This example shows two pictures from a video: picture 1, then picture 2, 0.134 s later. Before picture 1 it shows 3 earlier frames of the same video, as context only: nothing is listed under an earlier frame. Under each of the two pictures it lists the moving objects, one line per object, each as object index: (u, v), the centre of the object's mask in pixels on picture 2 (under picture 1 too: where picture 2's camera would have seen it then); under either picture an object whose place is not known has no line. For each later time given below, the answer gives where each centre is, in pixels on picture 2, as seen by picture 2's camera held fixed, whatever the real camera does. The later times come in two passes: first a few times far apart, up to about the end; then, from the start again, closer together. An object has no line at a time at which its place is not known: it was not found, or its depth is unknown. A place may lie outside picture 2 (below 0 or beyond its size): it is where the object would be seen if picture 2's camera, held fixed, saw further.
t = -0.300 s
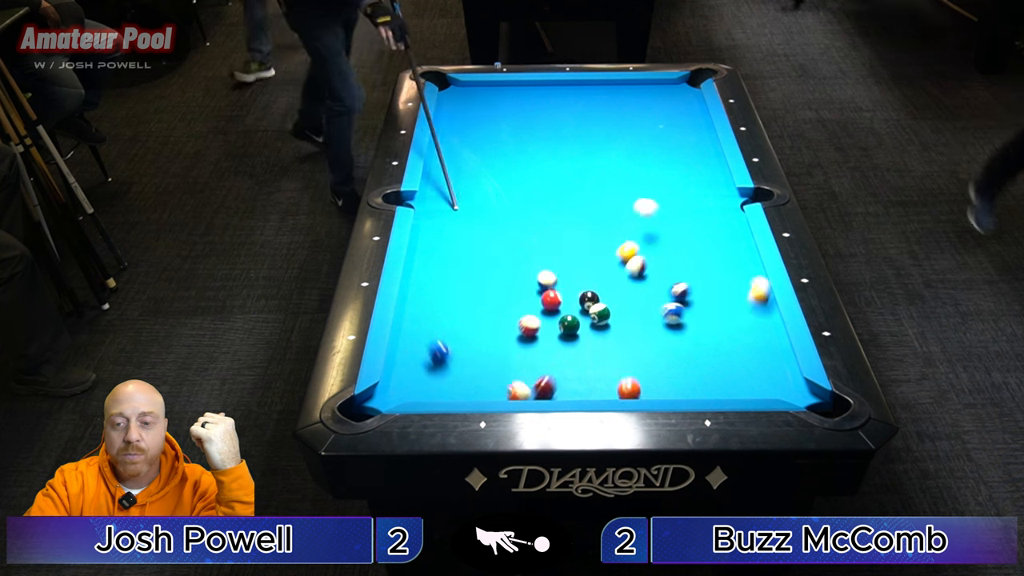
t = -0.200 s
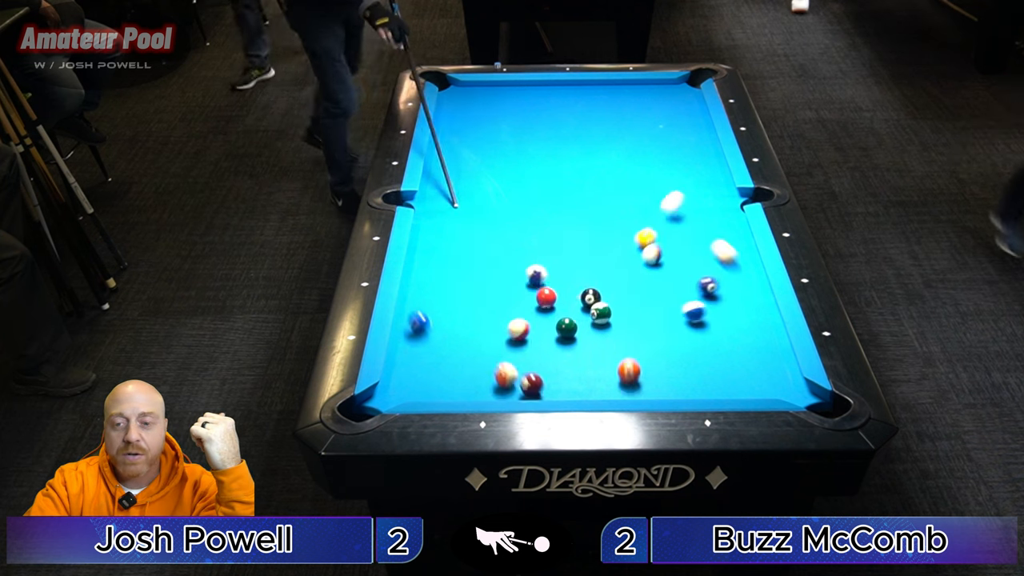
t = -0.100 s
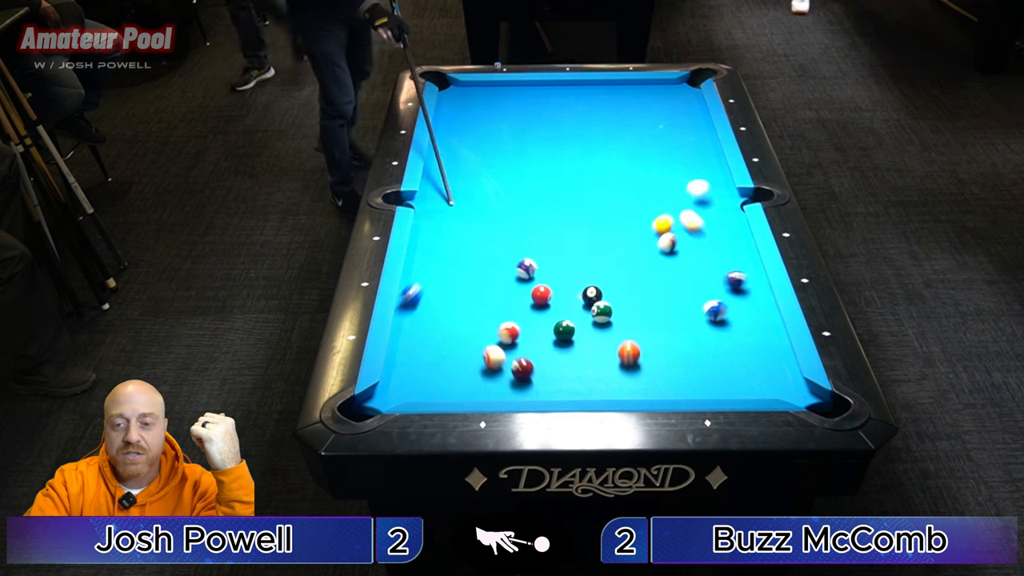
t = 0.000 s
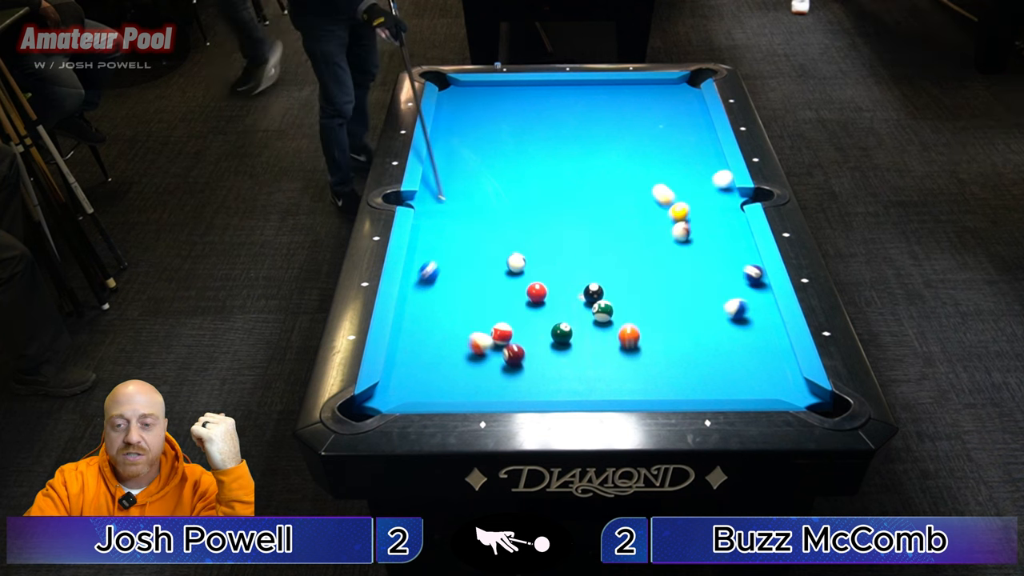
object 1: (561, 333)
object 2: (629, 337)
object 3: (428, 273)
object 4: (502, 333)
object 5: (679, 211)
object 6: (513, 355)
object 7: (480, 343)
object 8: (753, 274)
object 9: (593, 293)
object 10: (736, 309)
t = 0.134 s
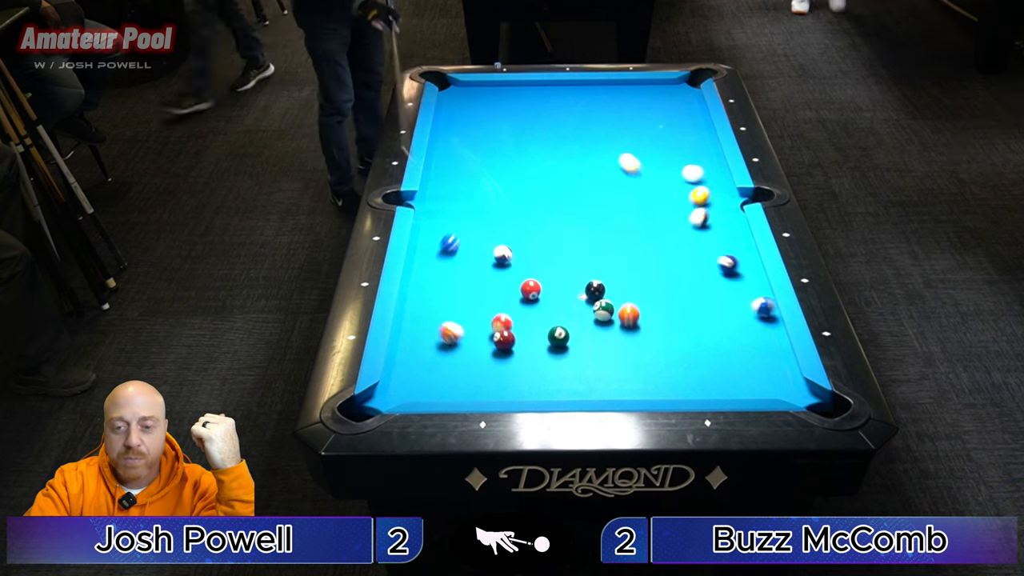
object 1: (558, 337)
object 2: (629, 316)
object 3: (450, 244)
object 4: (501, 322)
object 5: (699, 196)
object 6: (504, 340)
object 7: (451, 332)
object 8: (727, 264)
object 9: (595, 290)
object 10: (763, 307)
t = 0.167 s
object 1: (557, 337)
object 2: (629, 311)
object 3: (455, 237)
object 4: (501, 320)
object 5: (705, 192)
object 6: (502, 338)
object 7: (443, 330)
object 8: (722, 262)
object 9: (595, 290)
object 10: (765, 306)
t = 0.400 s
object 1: (553, 342)
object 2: (629, 278)
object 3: (486, 195)
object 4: (497, 299)
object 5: (710, 168)
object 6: (491, 326)
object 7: (408, 313)
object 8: (681, 246)
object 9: (597, 286)
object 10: (733, 299)
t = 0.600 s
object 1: (549, 346)
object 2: (629, 253)
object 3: (510, 163)
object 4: (493, 283)
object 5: (686, 153)
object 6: (482, 316)
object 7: (436, 300)
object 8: (650, 234)
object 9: (599, 282)
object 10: (708, 294)
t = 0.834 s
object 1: (546, 349)
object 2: (629, 228)
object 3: (534, 130)
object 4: (483, 267)
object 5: (660, 136)
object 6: (473, 306)
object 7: (466, 286)
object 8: (614, 219)
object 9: (601, 280)
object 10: (681, 288)
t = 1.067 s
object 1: (543, 352)
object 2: (632, 209)
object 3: (556, 102)
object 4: (473, 252)
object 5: (637, 121)
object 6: (464, 296)
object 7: (494, 274)
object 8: (580, 202)
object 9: (602, 278)
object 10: (656, 282)
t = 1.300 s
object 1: (542, 354)
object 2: (635, 191)
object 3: (581, 89)
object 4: (465, 239)
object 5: (616, 107)
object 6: (457, 288)
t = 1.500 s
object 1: (541, 355)
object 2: (636, 178)
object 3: (597, 91)
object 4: (458, 229)
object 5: (614, 106)
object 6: (451, 281)
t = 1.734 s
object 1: (541, 355)
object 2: (638, 164)
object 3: (601, 85)
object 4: (451, 218)
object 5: (629, 114)
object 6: (445, 275)
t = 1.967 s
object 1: (541, 355)
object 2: (640, 151)
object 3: (609, 85)
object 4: (445, 207)
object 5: (642, 122)
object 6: (440, 269)
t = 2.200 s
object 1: (541, 355)
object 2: (641, 139)
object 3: (619, 88)
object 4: (440, 198)
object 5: (655, 129)
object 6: (435, 264)
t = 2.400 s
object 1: (541, 355)
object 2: (643, 130)
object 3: (627, 89)
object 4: (445, 194)
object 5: (665, 136)
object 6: (431, 260)
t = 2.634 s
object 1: (541, 355)
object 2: (644, 119)
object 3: (635, 92)
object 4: (449, 189)
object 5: (676, 143)
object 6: (428, 256)
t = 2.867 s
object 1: (541, 355)
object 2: (646, 110)
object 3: (642, 94)
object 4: (454, 185)
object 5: (687, 150)
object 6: (425, 253)
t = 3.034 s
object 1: (541, 355)
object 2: (646, 104)
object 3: (647, 92)
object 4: (456, 183)
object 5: (695, 155)
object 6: (423, 252)
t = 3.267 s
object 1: (541, 355)
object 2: (645, 101)
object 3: (655, 92)
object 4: (459, 180)
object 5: (705, 161)
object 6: (421, 250)
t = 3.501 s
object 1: (541, 355)
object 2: (644, 100)
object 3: (662, 89)
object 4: (461, 178)
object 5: (714, 168)
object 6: (420, 248)
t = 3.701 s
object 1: (541, 355)
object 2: (643, 99)
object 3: (667, 87)
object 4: (463, 177)
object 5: (721, 173)
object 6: (420, 248)
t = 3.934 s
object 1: (541, 355)
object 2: (643, 99)
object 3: (673, 84)
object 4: (464, 175)
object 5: (719, 176)
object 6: (420, 247)
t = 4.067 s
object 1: (541, 355)
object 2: (643, 99)
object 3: (676, 83)
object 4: (465, 175)
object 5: (718, 178)
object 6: (420, 247)
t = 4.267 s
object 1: (541, 355)
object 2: (643, 99)
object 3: (679, 84)
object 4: (465, 175)
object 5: (716, 180)
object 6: (420, 247)
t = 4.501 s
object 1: (541, 355)
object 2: (643, 99)
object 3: (682, 84)
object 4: (465, 175)
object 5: (714, 182)
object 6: (420, 247)
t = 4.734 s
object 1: (541, 355)
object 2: (643, 99)
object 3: (685, 85)
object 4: (465, 175)
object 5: (713, 184)
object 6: (420, 247)
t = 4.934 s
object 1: (541, 355)
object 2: (643, 99)
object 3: (686, 85)
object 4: (465, 175)
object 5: (711, 185)
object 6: (420, 247)
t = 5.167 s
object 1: (541, 355)
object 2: (643, 99)
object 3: (686, 85)
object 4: (465, 175)
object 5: (711, 186)
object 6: (420, 247)
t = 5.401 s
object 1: (541, 355)
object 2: (643, 99)
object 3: (686, 85)
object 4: (465, 175)
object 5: (711, 186)
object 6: (420, 247)
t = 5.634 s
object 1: (541, 355)
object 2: (643, 99)
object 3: (686, 85)
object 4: (465, 175)
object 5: (711, 186)
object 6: (420, 247)
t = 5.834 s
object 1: (541, 355)
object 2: (643, 99)
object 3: (686, 85)
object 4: (465, 175)
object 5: (711, 186)
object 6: (420, 247)
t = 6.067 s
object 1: (541, 355)
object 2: (643, 99)
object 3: (686, 85)
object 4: (465, 175)
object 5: (711, 186)
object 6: (420, 247)
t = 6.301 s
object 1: (541, 355)
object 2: (643, 99)
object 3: (686, 85)
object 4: (465, 175)
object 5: (711, 186)
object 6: (420, 247)
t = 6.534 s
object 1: (541, 355)
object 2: (643, 99)
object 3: (686, 85)
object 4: (465, 175)
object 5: (711, 186)
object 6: (420, 247)
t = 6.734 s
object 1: (541, 355)
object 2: (643, 99)
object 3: (686, 85)
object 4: (465, 175)
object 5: (711, 186)
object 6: (420, 247)
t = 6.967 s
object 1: (541, 355)
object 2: (643, 99)
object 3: (686, 85)
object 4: (465, 175)
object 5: (711, 186)
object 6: (420, 248)
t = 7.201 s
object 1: (541, 355)
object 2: (643, 99)
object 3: (686, 85)
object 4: (465, 175)
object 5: (711, 186)
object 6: (420, 248)
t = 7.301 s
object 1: (541, 355)
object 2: (643, 99)
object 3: (686, 85)
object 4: (465, 175)
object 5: (711, 186)
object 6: (420, 248)
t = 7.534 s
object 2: (643, 99)
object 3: (686, 85)
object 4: (465, 175)
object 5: (711, 186)
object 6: (420, 248)
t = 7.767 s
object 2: (643, 99)
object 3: (686, 85)
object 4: (465, 175)
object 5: (711, 186)
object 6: (420, 247)
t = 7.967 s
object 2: (643, 99)
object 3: (686, 85)
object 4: (465, 175)
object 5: (711, 186)
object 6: (420, 248)
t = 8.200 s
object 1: (541, 354)
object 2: (643, 99)
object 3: (686, 85)
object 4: (465, 175)
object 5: (711, 186)
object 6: (420, 248)
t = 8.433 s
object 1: (541, 355)
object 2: (643, 99)
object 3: (686, 85)
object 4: (465, 175)
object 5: (711, 186)
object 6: (420, 248)
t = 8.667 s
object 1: (541, 355)
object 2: (643, 99)
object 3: (686, 85)
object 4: (465, 175)
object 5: (711, 186)
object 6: (420, 248)
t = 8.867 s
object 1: (541, 355)
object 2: (643, 99)
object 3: (686, 85)
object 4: (465, 175)
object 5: (711, 186)
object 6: (420, 248)
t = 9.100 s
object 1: (541, 355)
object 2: (643, 99)
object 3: (686, 85)
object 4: (465, 175)
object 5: (711, 186)
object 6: (420, 248)
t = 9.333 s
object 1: (541, 355)
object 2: (643, 99)
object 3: (686, 85)
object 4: (465, 175)
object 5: (711, 186)
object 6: (420, 248)
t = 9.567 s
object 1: (541, 355)
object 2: (643, 99)
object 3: (686, 85)
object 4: (465, 175)
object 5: (711, 186)
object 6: (420, 248)
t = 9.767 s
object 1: (541, 355)
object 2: (643, 99)
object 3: (686, 85)
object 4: (465, 175)
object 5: (711, 186)
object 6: (420, 248)
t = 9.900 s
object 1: (541, 355)
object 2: (643, 99)
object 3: (686, 85)
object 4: (465, 175)
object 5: (711, 186)
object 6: (420, 248)
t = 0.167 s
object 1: (557, 337)
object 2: (629, 311)
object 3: (455, 237)
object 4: (501, 320)
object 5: (705, 192)
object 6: (502, 338)
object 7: (443, 330)
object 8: (722, 262)
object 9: (595, 290)
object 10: (765, 306)
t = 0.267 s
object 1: (555, 340)
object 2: (629, 296)
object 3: (469, 218)
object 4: (499, 311)
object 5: (719, 180)
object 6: (497, 333)
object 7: (423, 322)
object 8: (704, 255)
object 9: (596, 288)
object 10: (752, 303)
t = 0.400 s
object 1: (553, 342)
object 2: (629, 278)
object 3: (486, 195)
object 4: (497, 299)
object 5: (710, 168)
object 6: (491, 326)
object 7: (408, 313)
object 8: (681, 246)
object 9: (597, 286)
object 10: (733, 299)
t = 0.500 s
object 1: (551, 344)
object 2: (628, 265)
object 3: (499, 178)
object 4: (495, 291)
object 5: (698, 160)
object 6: (487, 321)
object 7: (423, 306)
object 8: (665, 239)
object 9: (598, 284)
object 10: (721, 296)
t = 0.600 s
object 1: (549, 346)
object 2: (629, 253)
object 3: (510, 163)
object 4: (493, 283)
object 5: (686, 153)
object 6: (482, 316)
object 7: (436, 300)
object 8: (650, 234)
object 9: (599, 282)
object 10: (708, 294)
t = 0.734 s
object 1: (547, 348)
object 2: (629, 237)
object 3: (524, 144)
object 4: (488, 274)
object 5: (671, 143)
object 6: (477, 310)
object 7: (454, 292)
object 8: (630, 222)
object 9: (600, 281)
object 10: (693, 290)
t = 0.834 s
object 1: (546, 349)
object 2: (629, 228)
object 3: (534, 130)
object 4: (483, 267)
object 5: (660, 136)
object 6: (473, 306)
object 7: (466, 286)
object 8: (614, 219)
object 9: (601, 280)
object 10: (681, 288)
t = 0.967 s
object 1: (544, 351)
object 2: (631, 216)
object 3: (547, 114)
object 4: (477, 258)
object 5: (647, 127)
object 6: (468, 300)
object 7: (483, 279)
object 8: (595, 209)
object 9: (602, 279)
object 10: (666, 285)
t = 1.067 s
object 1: (543, 352)
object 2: (632, 209)
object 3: (556, 102)
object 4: (473, 252)
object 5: (637, 121)
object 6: (464, 296)
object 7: (494, 274)
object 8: (580, 202)
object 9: (602, 278)
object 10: (656, 282)
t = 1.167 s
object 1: (542, 353)
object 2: (633, 201)
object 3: (564, 90)
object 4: (470, 246)
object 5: (628, 115)
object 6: (461, 292)
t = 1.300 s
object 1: (542, 354)
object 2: (635, 191)
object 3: (581, 89)
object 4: (465, 239)
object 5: (616, 107)
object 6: (457, 288)
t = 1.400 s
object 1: (541, 354)
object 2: (635, 185)
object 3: (595, 95)
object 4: (462, 234)
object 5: (607, 101)
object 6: (454, 285)
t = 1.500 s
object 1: (541, 355)
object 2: (636, 178)
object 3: (597, 91)
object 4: (458, 229)
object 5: (614, 106)
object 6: (451, 281)
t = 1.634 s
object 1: (541, 355)
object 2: (637, 170)
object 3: (599, 88)
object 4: (454, 222)
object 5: (623, 111)
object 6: (448, 278)
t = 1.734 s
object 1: (541, 355)
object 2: (638, 164)
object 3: (601, 85)
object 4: (451, 218)
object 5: (629, 114)
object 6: (445, 275)
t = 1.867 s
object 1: (541, 355)
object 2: (639, 157)
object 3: (604, 84)
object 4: (448, 211)
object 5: (636, 119)
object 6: (442, 271)
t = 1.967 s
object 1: (541, 355)
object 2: (640, 151)
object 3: (609, 85)
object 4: (445, 207)
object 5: (642, 122)
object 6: (440, 269)
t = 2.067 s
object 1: (541, 355)
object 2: (641, 146)
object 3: (614, 86)
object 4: (443, 204)
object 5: (647, 125)
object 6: (437, 267)
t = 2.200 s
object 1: (541, 355)
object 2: (641, 139)
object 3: (619, 88)
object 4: (440, 198)
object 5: (655, 129)
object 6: (435, 264)
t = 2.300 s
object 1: (541, 355)
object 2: (642, 134)
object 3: (623, 88)
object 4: (442, 196)
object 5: (660, 133)
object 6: (433, 262)
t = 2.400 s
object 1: (541, 355)
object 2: (643, 130)
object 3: (627, 89)
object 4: (445, 194)
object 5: (665, 136)
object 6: (431, 260)
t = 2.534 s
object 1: (541, 355)
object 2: (644, 124)
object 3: (632, 91)
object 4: (447, 191)
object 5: (672, 140)
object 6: (429, 258)
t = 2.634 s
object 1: (541, 355)
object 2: (644, 119)
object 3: (635, 92)
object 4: (449, 189)
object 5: (676, 143)
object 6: (428, 256)
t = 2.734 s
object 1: (541, 355)
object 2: (645, 115)
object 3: (638, 93)
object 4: (451, 188)
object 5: (681, 146)
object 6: (426, 255)
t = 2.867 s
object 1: (541, 355)
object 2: (646, 110)
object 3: (642, 94)
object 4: (454, 185)
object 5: (687, 150)
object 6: (425, 253)
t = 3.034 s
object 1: (541, 355)
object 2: (646, 104)
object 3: (647, 92)
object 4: (456, 183)
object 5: (695, 155)
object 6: (423, 252)
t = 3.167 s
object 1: (541, 355)
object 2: (647, 100)
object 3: (653, 92)
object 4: (458, 181)
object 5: (701, 159)
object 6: (422, 250)
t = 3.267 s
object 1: (541, 355)
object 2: (645, 101)
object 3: (655, 92)
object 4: (459, 180)
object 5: (705, 161)
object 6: (421, 250)
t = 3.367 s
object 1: (541, 355)
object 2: (645, 100)
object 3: (658, 91)
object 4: (460, 179)
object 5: (709, 164)
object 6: (421, 249)
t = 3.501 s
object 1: (541, 355)
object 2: (644, 100)
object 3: (662, 89)
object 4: (461, 178)
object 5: (714, 168)
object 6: (420, 248)
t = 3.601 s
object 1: (541, 355)
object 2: (644, 99)
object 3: (664, 88)
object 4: (462, 177)
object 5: (718, 170)
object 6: (420, 248)
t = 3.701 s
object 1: (541, 355)
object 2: (643, 99)
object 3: (667, 87)
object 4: (463, 177)
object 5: (721, 173)
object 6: (420, 248)
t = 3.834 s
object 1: (541, 355)
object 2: (643, 99)
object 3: (670, 85)
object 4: (464, 176)
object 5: (721, 175)
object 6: (420, 247)
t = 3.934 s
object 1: (541, 355)
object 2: (643, 99)
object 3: (673, 84)
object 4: (464, 175)
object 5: (719, 176)
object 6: (420, 247)
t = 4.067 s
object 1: (541, 355)
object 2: (643, 99)
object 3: (676, 83)
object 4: (465, 175)
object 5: (718, 178)
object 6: (420, 247)
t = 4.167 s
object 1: (541, 355)
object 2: (643, 99)
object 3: (677, 83)
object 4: (465, 175)
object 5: (717, 179)
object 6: (420, 247)
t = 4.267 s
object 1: (541, 355)
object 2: (643, 99)
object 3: (679, 84)
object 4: (465, 175)
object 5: (716, 180)
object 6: (420, 247)
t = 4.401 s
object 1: (541, 355)
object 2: (643, 99)
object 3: (681, 84)
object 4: (465, 175)
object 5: (715, 182)
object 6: (420, 247)
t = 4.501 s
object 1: (541, 355)
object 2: (643, 99)
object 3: (682, 84)
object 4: (465, 175)
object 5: (714, 182)
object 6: (420, 247)
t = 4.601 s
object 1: (541, 355)
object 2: (643, 99)
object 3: (684, 84)
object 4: (465, 175)
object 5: (714, 183)
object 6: (420, 247)
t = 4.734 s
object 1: (541, 355)
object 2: (643, 99)
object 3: (685, 85)
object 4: (465, 175)
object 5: (713, 184)
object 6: (420, 247)
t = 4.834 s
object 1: (541, 355)
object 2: (643, 99)
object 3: (685, 85)
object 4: (465, 175)
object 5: (712, 185)
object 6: (420, 247)
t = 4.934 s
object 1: (541, 355)
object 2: (643, 99)
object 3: (686, 85)
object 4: (465, 175)
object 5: (711, 185)
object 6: (420, 247)
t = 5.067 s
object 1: (541, 355)
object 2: (643, 99)
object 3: (686, 85)
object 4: (465, 175)
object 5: (711, 186)
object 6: (420, 247)
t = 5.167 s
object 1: (541, 355)
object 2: (643, 99)
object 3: (686, 85)
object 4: (465, 175)
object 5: (711, 186)
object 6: (420, 247)
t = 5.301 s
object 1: (541, 355)
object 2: (643, 99)
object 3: (686, 85)
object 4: (465, 175)
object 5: (711, 186)
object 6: (420, 247)
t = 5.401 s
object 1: (541, 355)
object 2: (643, 99)
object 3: (686, 85)
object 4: (465, 175)
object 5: (711, 186)
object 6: (420, 247)
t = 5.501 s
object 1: (541, 355)
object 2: (643, 99)
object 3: (686, 85)
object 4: (465, 175)
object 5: (711, 186)
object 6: (420, 247)
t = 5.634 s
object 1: (541, 355)
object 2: (643, 99)
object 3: (686, 85)
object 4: (465, 175)
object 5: (711, 186)
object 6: (420, 247)
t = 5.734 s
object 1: (541, 355)
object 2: (643, 99)
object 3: (686, 85)
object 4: (465, 175)
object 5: (711, 186)
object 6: (420, 247)
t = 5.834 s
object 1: (541, 355)
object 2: (643, 99)
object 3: (686, 85)
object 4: (465, 175)
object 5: (711, 186)
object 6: (420, 247)
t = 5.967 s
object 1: (541, 355)
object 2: (643, 99)
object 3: (686, 85)
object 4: (465, 175)
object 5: (711, 186)
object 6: (420, 247)
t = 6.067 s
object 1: (541, 355)
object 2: (643, 99)
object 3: (686, 85)
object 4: (465, 175)
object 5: (711, 186)
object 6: (420, 247)
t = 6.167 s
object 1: (541, 355)
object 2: (643, 99)
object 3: (686, 85)
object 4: (465, 175)
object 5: (711, 186)
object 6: (420, 247)
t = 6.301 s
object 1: (541, 355)
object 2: (643, 99)
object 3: (686, 85)
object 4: (465, 175)
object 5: (711, 186)
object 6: (420, 247)
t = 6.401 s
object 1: (541, 355)
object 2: (643, 99)
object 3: (686, 85)
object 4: (465, 175)
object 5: (711, 186)
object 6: (420, 247)
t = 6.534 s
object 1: (541, 355)
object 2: (643, 99)
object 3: (686, 85)
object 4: (465, 175)
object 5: (711, 186)
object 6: (420, 247)
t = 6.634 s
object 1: (541, 355)
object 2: (643, 99)
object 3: (686, 85)
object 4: (465, 175)
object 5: (711, 186)
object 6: (420, 247)
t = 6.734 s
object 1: (541, 355)
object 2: (643, 99)
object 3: (686, 85)
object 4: (465, 175)
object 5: (711, 186)
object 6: (420, 247)
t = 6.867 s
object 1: (541, 355)
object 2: (643, 99)
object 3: (686, 85)
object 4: (465, 175)
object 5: (711, 186)
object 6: (420, 247)
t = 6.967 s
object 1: (541, 355)
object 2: (643, 99)
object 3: (686, 85)
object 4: (465, 175)
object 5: (711, 186)
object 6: (420, 248)
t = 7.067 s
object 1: (541, 355)
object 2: (643, 99)
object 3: (686, 85)
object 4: (465, 175)
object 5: (711, 186)
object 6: (420, 247)
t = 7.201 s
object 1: (541, 355)
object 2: (643, 99)
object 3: (686, 85)
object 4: (465, 175)
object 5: (711, 186)
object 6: (420, 248)
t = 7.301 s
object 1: (541, 355)
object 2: (643, 99)
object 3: (686, 85)
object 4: (465, 175)
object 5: (711, 186)
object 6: (420, 248)
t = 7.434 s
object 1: (541, 355)
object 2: (643, 99)
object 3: (686, 85)
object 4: (465, 175)
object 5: (711, 186)
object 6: (420, 248)
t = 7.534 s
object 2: (643, 99)
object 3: (686, 85)
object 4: (465, 175)
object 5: (711, 186)
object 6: (420, 248)
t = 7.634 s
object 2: (643, 99)
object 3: (686, 85)
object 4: (465, 175)
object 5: (711, 186)
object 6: (420, 247)
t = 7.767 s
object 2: (643, 99)
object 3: (686, 85)
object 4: (465, 175)
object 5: (711, 186)
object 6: (420, 247)
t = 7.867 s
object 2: (643, 99)
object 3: (686, 85)
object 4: (465, 175)
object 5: (711, 186)
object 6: (420, 248)
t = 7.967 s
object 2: (643, 99)
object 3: (686, 85)
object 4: (465, 175)
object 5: (711, 186)
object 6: (420, 248)
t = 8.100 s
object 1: (541, 354)
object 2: (643, 99)
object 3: (686, 85)
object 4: (465, 175)
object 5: (711, 186)
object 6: (420, 248)
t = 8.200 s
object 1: (541, 354)
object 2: (643, 99)
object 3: (686, 85)
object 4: (465, 175)
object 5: (711, 186)
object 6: (420, 248)
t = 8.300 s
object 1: (541, 355)
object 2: (643, 99)
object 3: (686, 85)
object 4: (465, 175)
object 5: (711, 186)
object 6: (420, 248)
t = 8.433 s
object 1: (541, 355)
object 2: (643, 99)
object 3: (686, 85)
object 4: (465, 175)
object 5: (711, 186)
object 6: (420, 248)
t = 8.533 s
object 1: (541, 355)
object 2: (643, 99)
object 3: (686, 85)
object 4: (465, 175)
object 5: (711, 186)
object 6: (420, 248)
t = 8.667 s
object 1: (541, 355)
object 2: (643, 99)
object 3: (686, 85)
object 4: (465, 175)
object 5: (711, 186)
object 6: (420, 248)
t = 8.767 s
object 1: (541, 355)
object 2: (643, 99)
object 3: (686, 85)
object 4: (465, 175)
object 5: (711, 186)
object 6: (420, 248)
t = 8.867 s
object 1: (541, 355)
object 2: (643, 99)
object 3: (686, 85)
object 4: (465, 175)
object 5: (711, 186)
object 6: (420, 248)
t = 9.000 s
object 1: (541, 355)
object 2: (643, 99)
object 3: (686, 85)
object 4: (465, 175)
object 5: (711, 186)
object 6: (420, 248)
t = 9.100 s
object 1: (541, 355)
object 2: (643, 99)
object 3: (686, 85)
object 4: (465, 175)
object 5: (711, 186)
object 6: (420, 248)
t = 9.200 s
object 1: (541, 355)
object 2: (643, 99)
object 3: (686, 85)
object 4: (465, 175)
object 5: (711, 186)
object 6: (420, 248)
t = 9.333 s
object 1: (541, 355)
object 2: (643, 99)
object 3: (686, 85)
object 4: (465, 175)
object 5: (711, 186)
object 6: (420, 248)
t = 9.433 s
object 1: (541, 355)
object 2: (643, 99)
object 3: (686, 85)
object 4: (465, 175)
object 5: (711, 186)
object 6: (420, 248)
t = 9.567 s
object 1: (541, 355)
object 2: (643, 99)
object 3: (686, 85)
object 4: (465, 175)
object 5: (711, 186)
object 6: (420, 248)
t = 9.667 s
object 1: (541, 355)
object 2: (643, 99)
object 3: (686, 85)
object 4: (465, 175)
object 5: (711, 186)
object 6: (420, 248)
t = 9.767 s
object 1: (541, 355)
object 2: (643, 99)
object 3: (686, 85)
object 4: (465, 175)
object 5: (711, 186)
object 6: (420, 248)
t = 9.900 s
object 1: (541, 355)
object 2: (643, 99)
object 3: (686, 85)
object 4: (465, 175)
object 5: (711, 186)
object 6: (420, 248)
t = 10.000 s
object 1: (541, 355)
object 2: (643, 99)
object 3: (686, 85)
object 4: (465, 175)
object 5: (711, 186)
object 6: (420, 248)
